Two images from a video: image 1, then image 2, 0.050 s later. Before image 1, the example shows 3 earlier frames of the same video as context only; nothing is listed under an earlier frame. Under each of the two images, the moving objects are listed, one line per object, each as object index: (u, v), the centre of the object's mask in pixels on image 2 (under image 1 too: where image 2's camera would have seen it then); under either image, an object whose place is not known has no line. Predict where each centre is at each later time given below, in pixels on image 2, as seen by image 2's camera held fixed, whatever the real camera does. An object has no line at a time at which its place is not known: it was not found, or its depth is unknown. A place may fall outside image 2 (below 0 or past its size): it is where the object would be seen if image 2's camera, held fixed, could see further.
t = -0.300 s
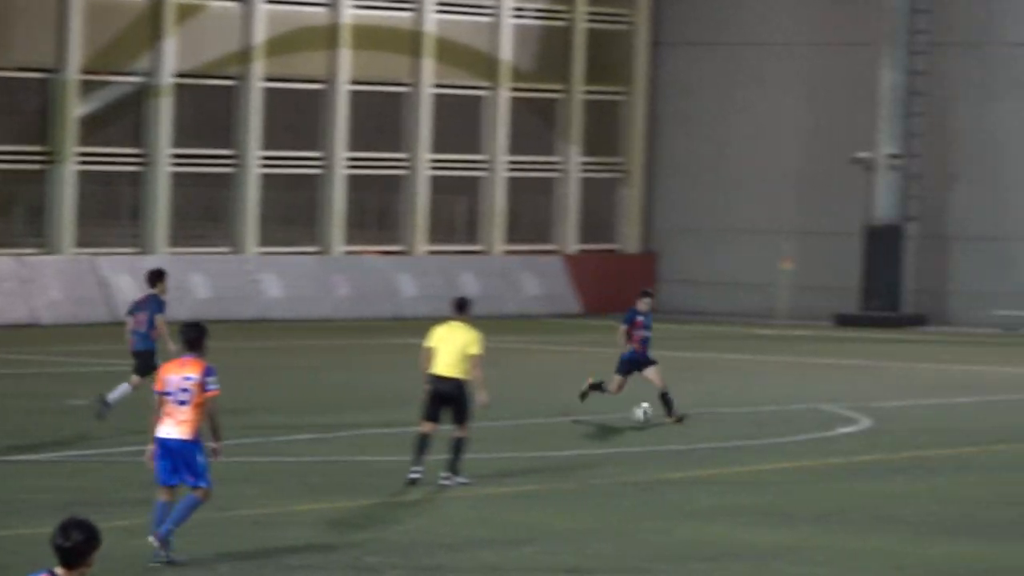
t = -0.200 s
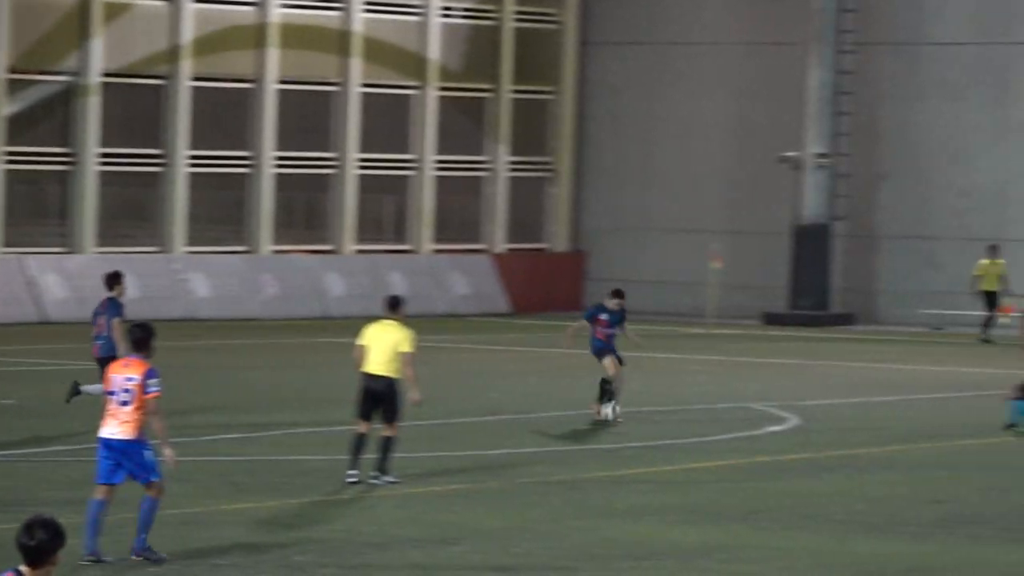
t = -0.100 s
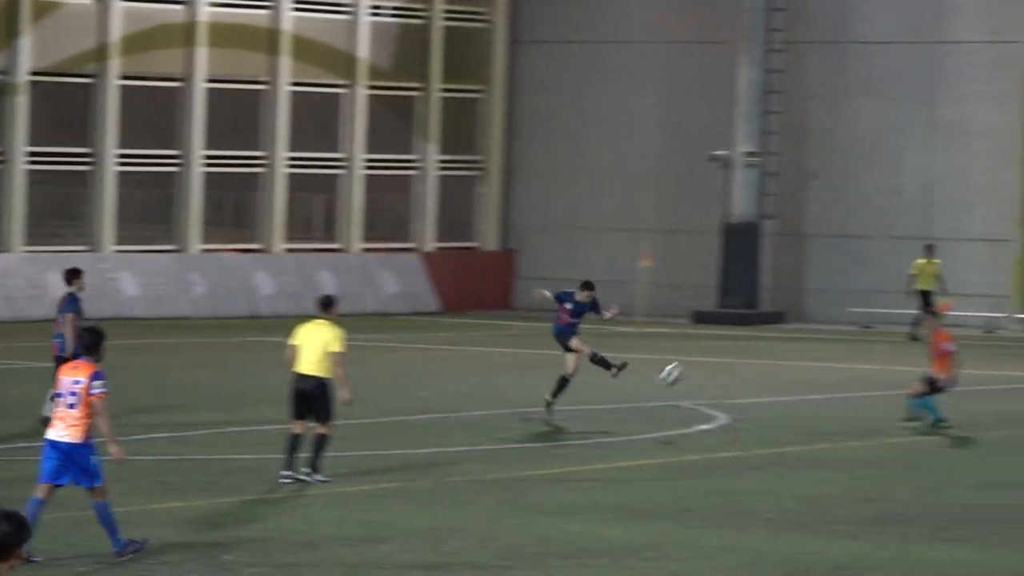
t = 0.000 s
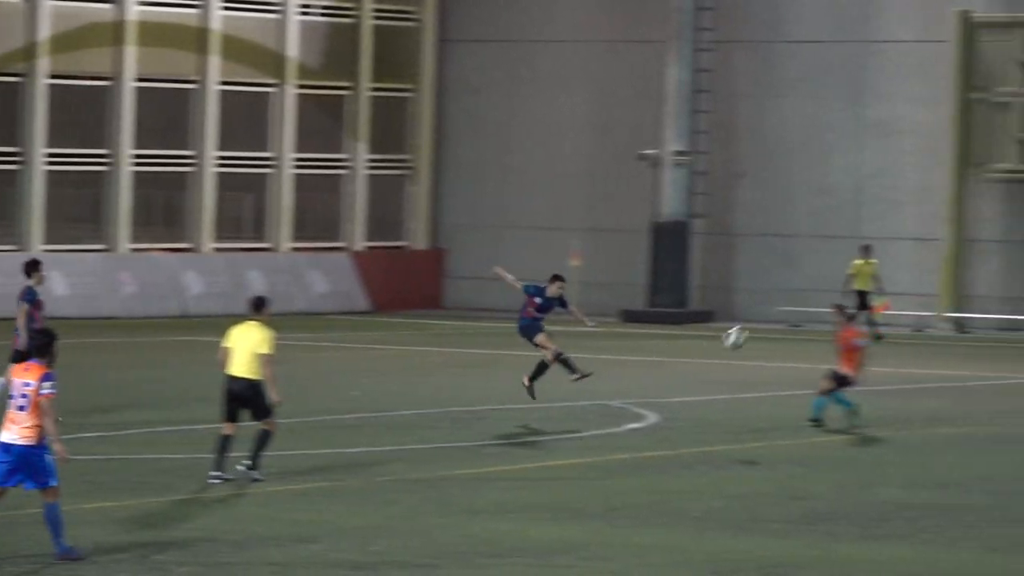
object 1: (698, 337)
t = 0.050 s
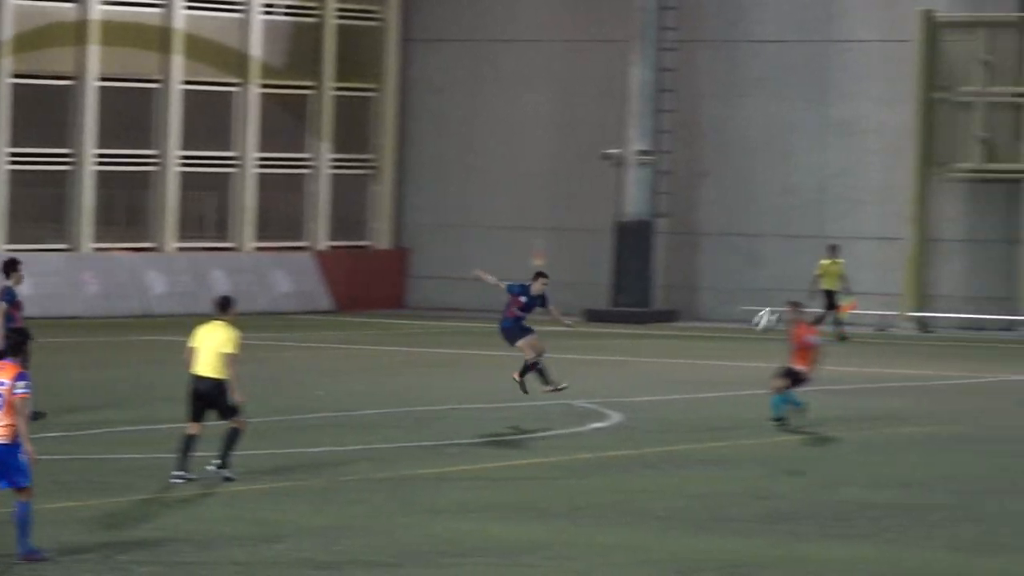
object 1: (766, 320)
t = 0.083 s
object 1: (809, 310)
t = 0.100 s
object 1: (832, 304)
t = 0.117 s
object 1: (854, 300)
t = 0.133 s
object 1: (875, 294)
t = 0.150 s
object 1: (896, 290)
